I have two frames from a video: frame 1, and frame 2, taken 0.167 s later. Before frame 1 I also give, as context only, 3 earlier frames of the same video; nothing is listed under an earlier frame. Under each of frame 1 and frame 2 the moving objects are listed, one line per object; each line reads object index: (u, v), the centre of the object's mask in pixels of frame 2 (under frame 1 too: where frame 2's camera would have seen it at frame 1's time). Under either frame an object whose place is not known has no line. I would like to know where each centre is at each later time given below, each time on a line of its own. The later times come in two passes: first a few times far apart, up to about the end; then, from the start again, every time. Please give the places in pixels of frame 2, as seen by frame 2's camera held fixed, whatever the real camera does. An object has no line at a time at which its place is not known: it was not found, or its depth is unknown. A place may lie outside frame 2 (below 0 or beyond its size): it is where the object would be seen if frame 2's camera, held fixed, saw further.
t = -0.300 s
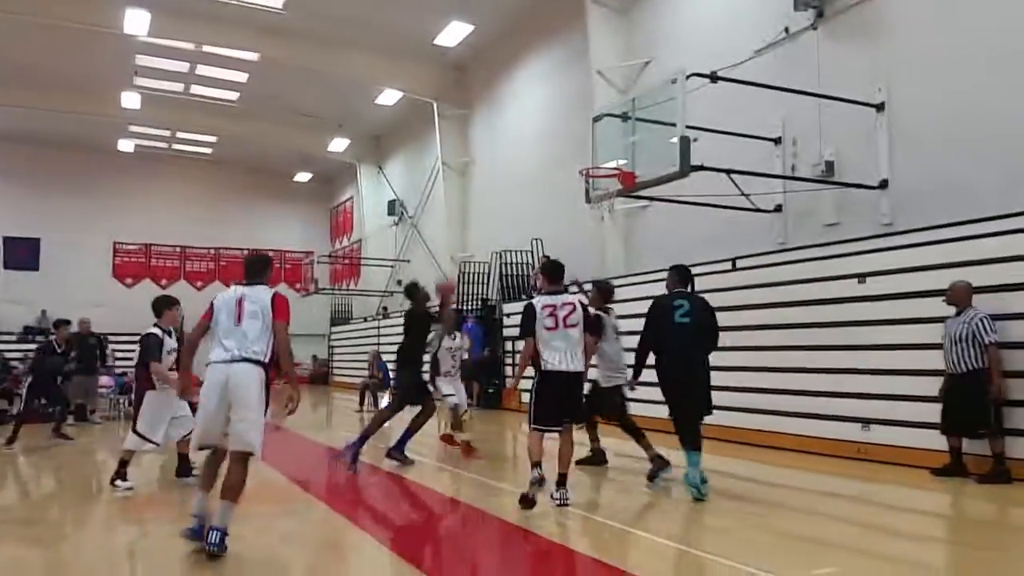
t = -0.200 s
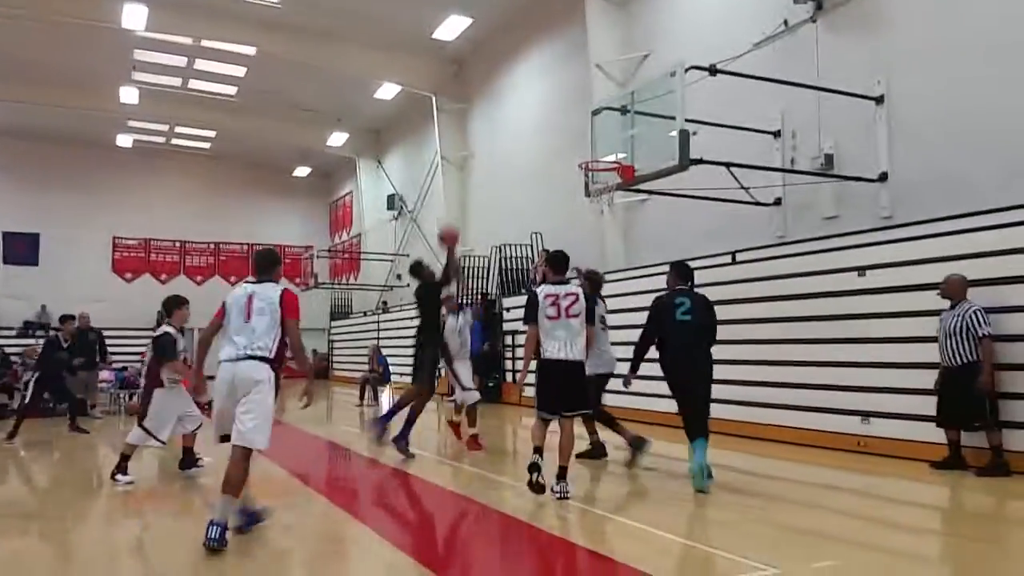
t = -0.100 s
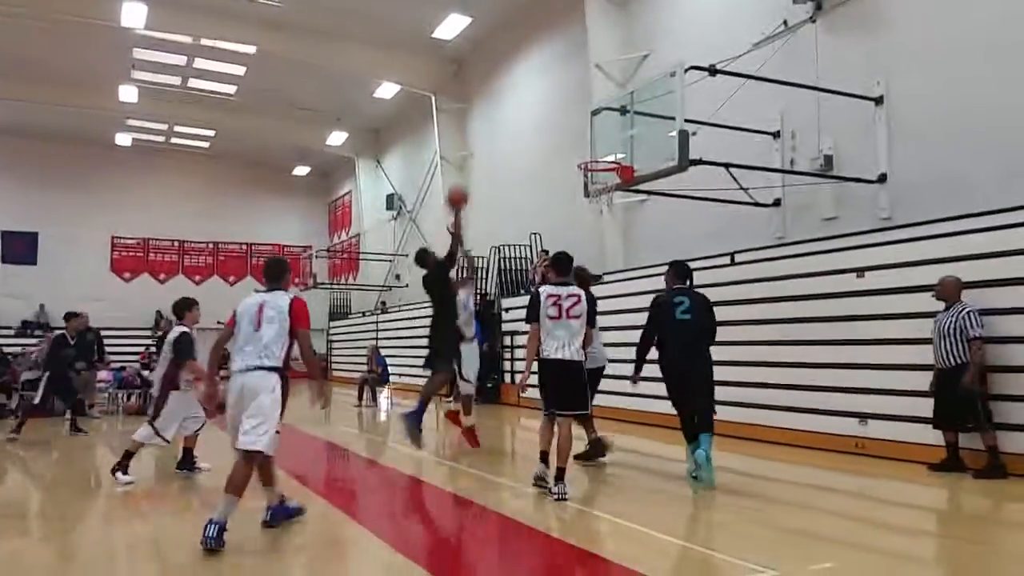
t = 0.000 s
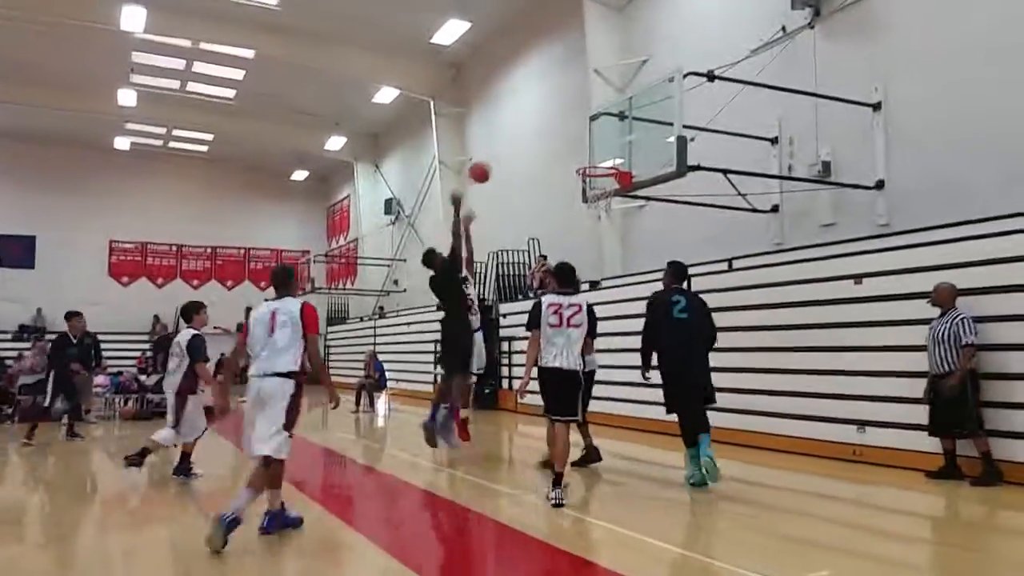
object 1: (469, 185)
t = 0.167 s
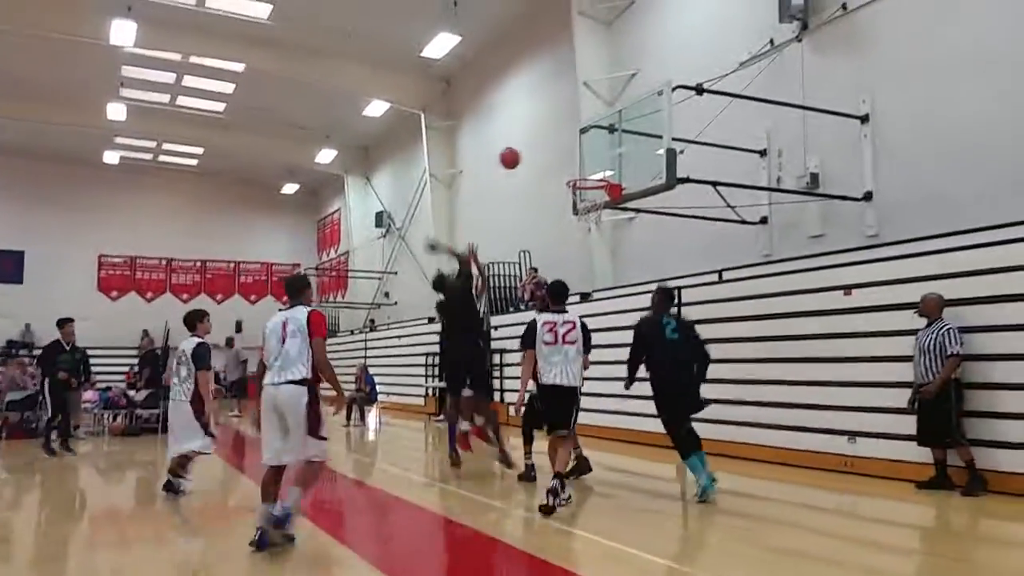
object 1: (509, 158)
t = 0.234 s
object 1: (526, 154)
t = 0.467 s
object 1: (578, 171)
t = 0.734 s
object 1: (593, 192)
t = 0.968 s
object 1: (581, 210)
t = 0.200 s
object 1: (518, 156)
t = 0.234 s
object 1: (526, 154)
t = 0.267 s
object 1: (533, 154)
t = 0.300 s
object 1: (540, 154)
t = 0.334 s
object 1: (548, 156)
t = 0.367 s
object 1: (556, 159)
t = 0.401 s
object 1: (563, 163)
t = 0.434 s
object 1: (571, 166)
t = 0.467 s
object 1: (578, 171)
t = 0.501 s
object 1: (584, 177)
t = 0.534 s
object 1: (591, 184)
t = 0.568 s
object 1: (593, 187)
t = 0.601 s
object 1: (595, 190)
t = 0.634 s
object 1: (596, 193)
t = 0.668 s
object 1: (595, 193)
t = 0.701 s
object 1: (594, 191)
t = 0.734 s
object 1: (593, 192)
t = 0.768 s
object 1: (592, 193)
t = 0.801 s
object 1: (590, 194)
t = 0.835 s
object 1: (588, 196)
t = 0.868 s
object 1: (586, 199)
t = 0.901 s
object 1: (585, 203)
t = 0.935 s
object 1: (583, 206)
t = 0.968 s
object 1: (581, 210)
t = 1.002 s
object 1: (582, 215)
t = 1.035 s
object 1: (582, 219)
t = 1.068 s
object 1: (581, 225)
